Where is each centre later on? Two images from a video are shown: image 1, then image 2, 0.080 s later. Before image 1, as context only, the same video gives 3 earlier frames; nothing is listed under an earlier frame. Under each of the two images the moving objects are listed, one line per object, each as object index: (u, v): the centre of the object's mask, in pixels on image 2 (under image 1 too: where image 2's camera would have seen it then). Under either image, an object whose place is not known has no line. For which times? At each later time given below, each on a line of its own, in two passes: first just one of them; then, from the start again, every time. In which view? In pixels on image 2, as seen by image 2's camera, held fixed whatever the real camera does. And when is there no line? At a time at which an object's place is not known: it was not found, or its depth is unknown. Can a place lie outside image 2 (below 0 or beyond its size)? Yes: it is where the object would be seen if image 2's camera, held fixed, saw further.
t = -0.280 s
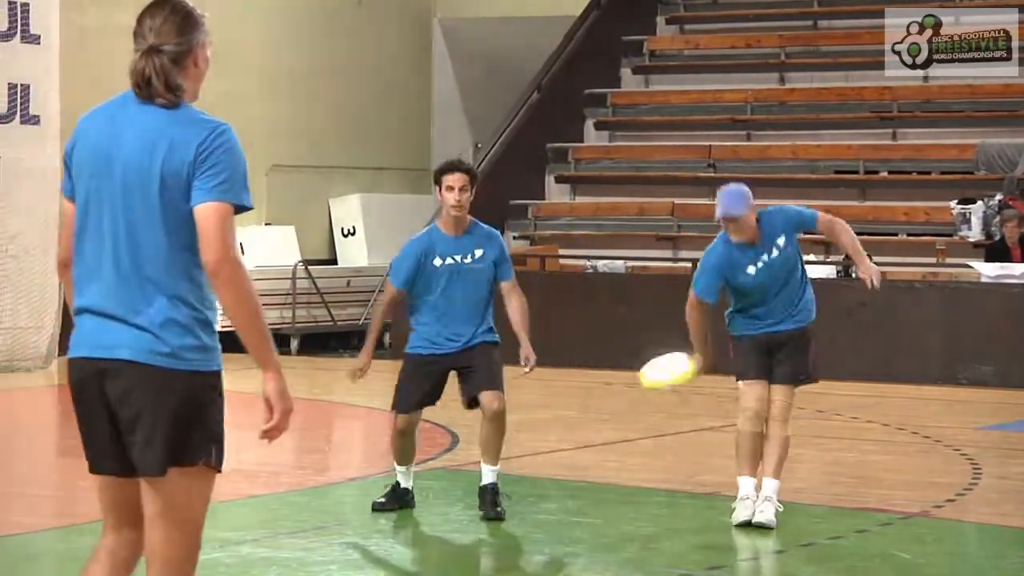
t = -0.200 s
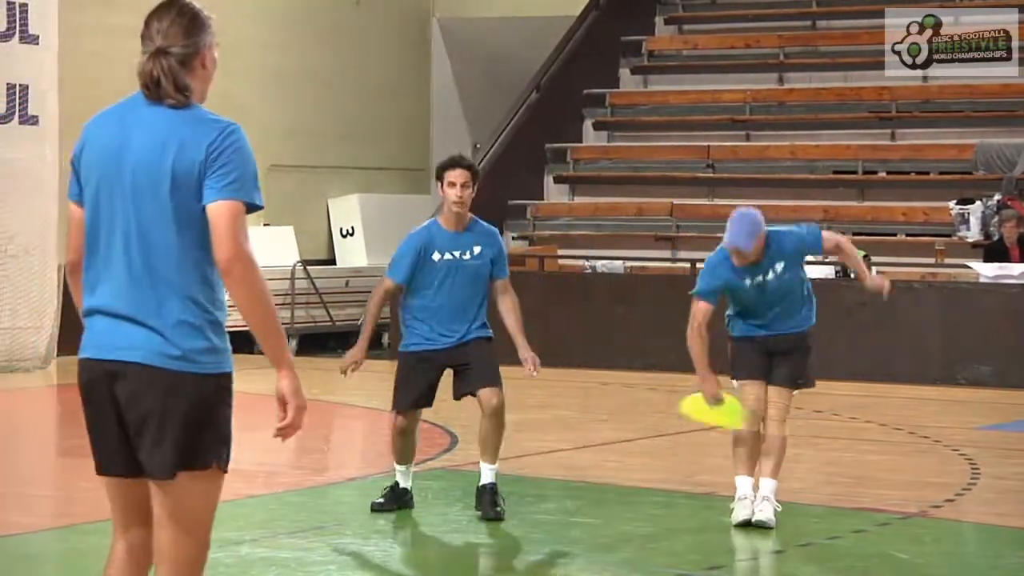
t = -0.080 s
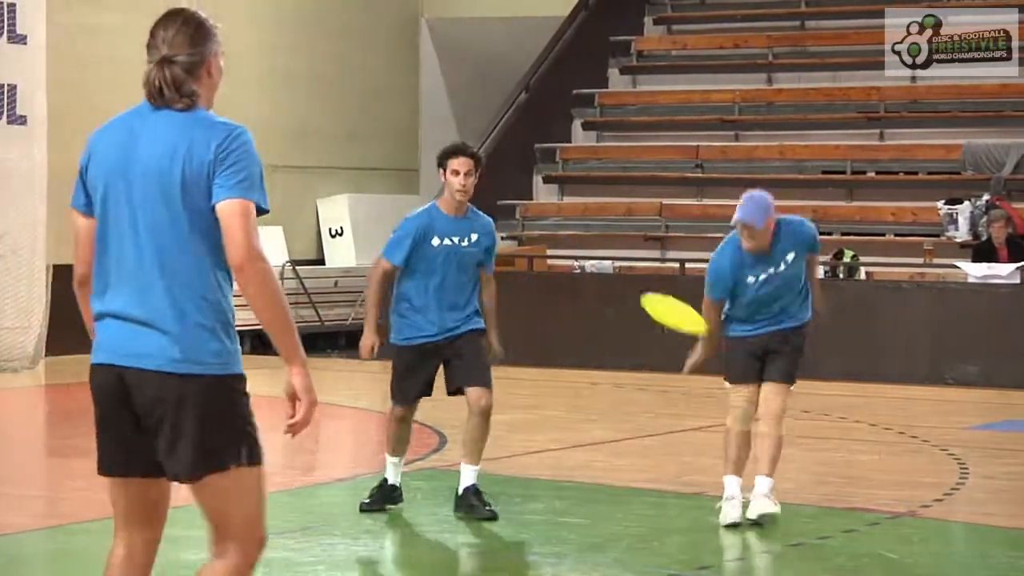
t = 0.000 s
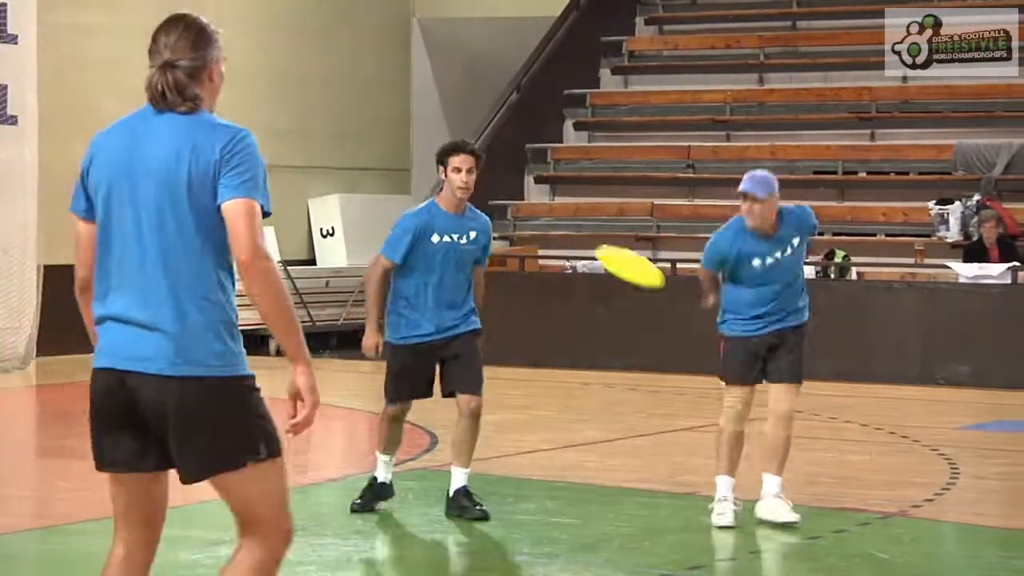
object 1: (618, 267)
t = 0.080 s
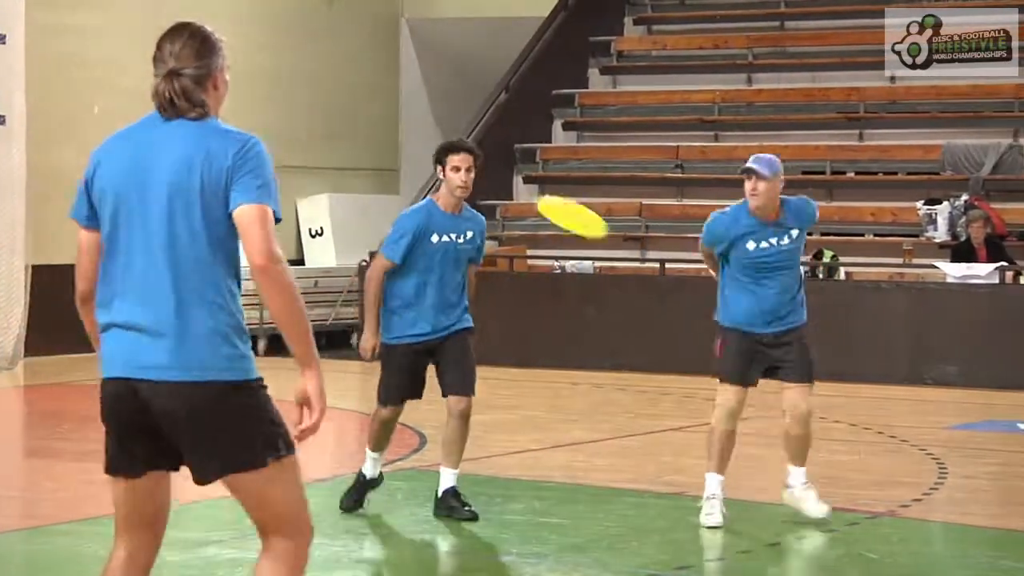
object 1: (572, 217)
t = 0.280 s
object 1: (454, 138)
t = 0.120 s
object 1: (542, 192)
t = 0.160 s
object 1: (522, 177)
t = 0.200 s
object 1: (504, 164)
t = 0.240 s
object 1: (474, 147)
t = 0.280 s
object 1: (454, 138)
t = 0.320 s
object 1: (421, 126)
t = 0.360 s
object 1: (400, 120)
